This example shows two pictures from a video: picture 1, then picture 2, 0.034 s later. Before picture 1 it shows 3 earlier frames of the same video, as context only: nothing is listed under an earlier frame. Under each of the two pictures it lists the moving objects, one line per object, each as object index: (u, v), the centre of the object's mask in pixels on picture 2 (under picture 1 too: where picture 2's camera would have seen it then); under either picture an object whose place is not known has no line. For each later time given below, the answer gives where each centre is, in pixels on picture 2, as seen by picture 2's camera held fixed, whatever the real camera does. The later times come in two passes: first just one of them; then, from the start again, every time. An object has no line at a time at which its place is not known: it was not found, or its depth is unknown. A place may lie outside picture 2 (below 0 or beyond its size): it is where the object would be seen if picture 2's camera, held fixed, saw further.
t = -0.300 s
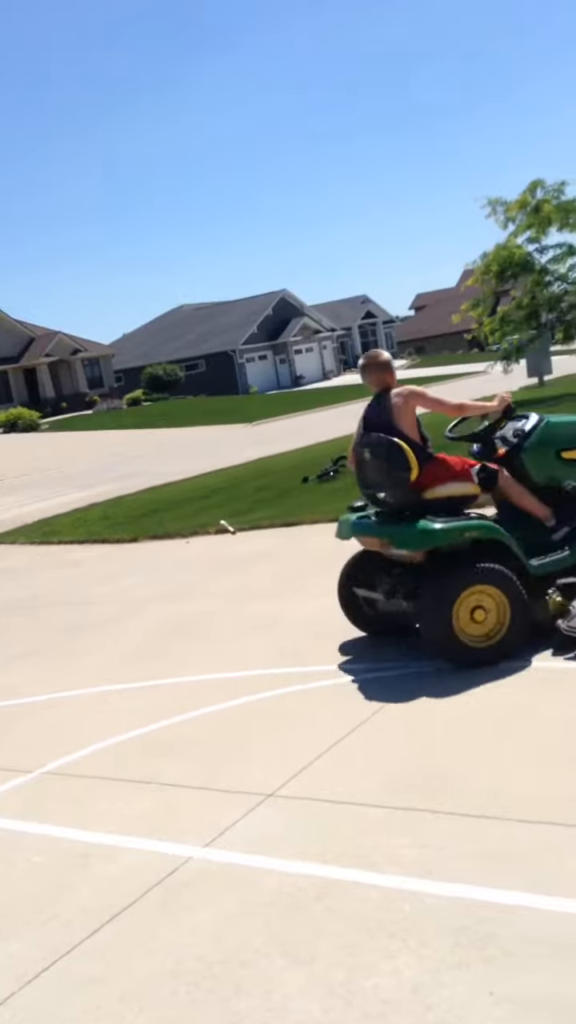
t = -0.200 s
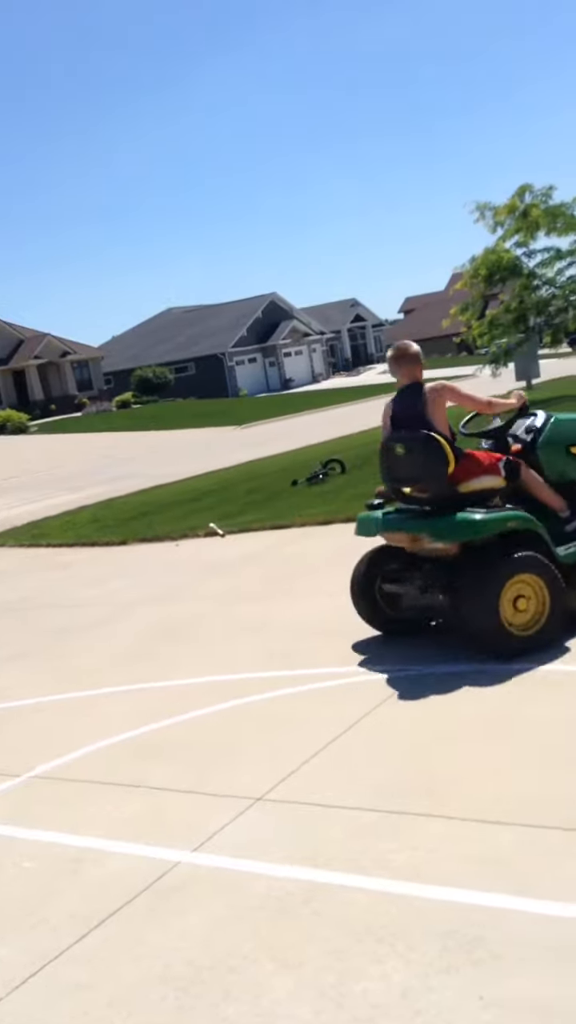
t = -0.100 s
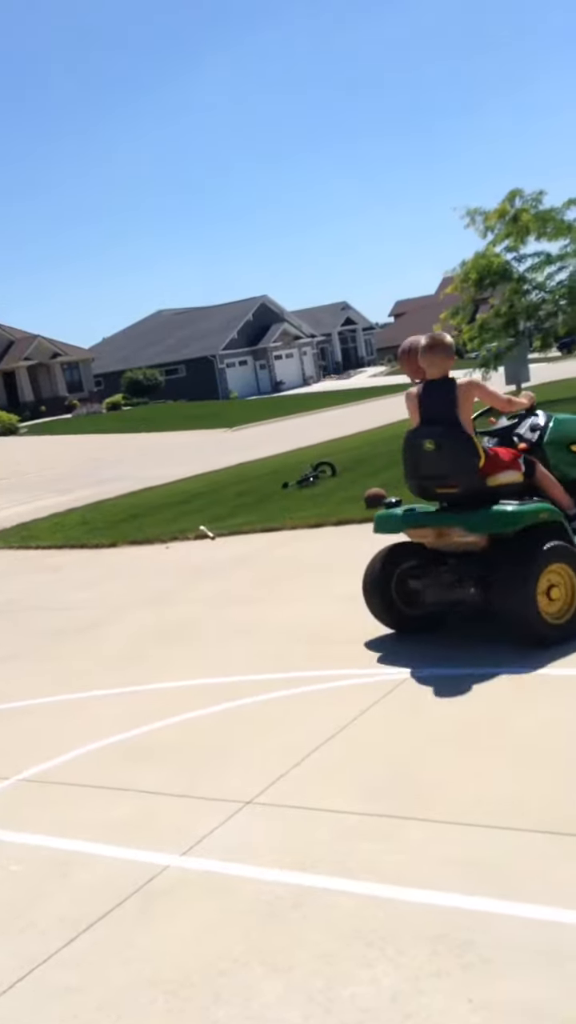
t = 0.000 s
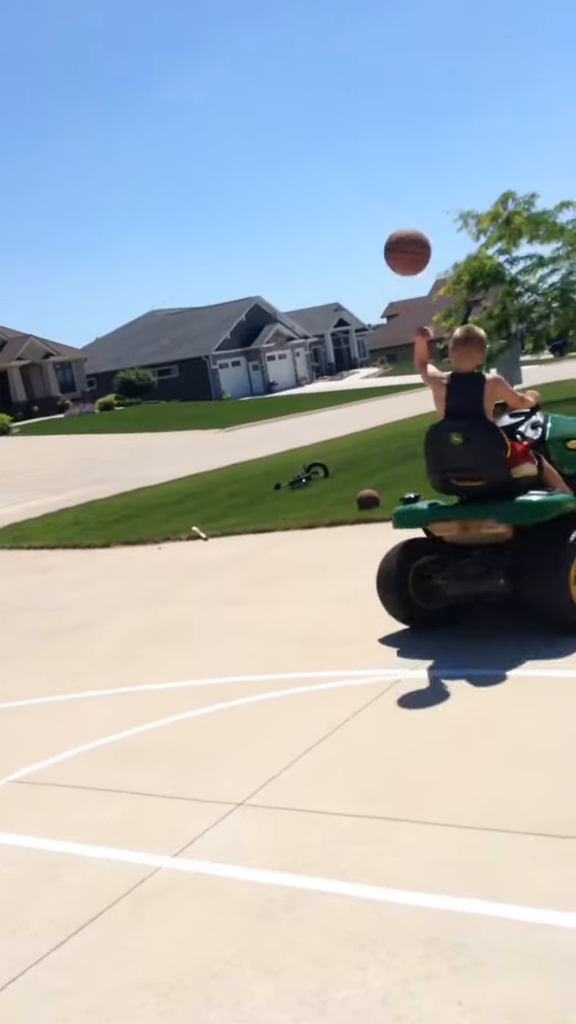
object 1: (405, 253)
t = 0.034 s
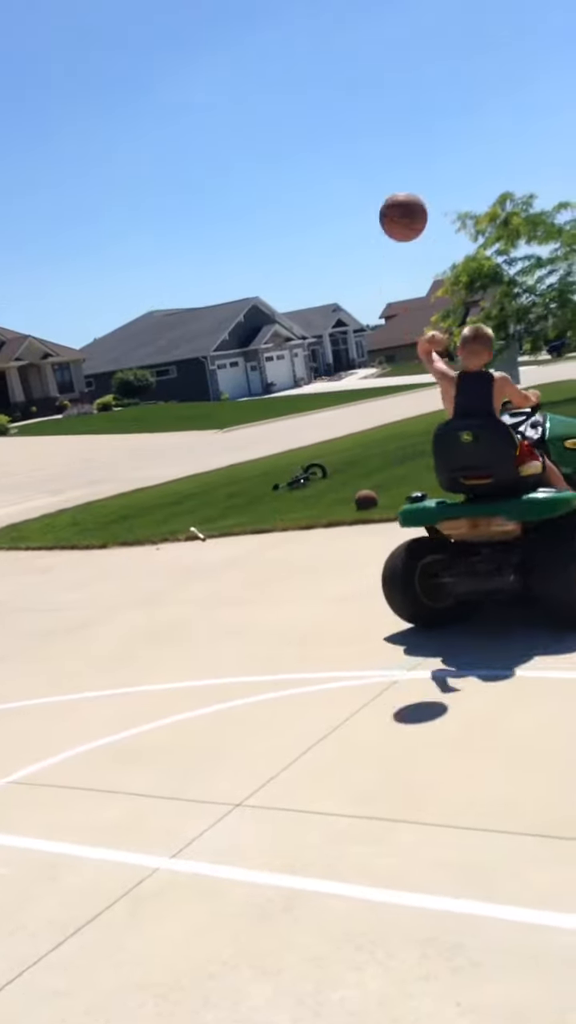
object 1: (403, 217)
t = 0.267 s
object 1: (396, -1)
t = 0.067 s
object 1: (401, 182)
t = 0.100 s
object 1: (400, 149)
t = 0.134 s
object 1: (399, 116)
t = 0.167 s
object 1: (399, 84)
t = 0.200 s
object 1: (401, 54)
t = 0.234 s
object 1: (399, 25)
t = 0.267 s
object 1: (396, -1)
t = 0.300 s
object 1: (395, -23)
